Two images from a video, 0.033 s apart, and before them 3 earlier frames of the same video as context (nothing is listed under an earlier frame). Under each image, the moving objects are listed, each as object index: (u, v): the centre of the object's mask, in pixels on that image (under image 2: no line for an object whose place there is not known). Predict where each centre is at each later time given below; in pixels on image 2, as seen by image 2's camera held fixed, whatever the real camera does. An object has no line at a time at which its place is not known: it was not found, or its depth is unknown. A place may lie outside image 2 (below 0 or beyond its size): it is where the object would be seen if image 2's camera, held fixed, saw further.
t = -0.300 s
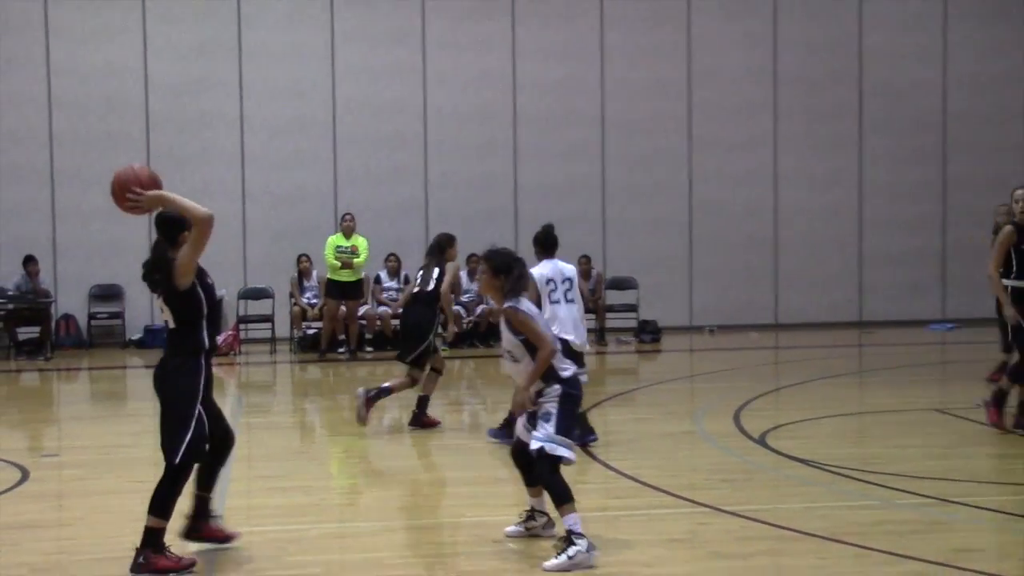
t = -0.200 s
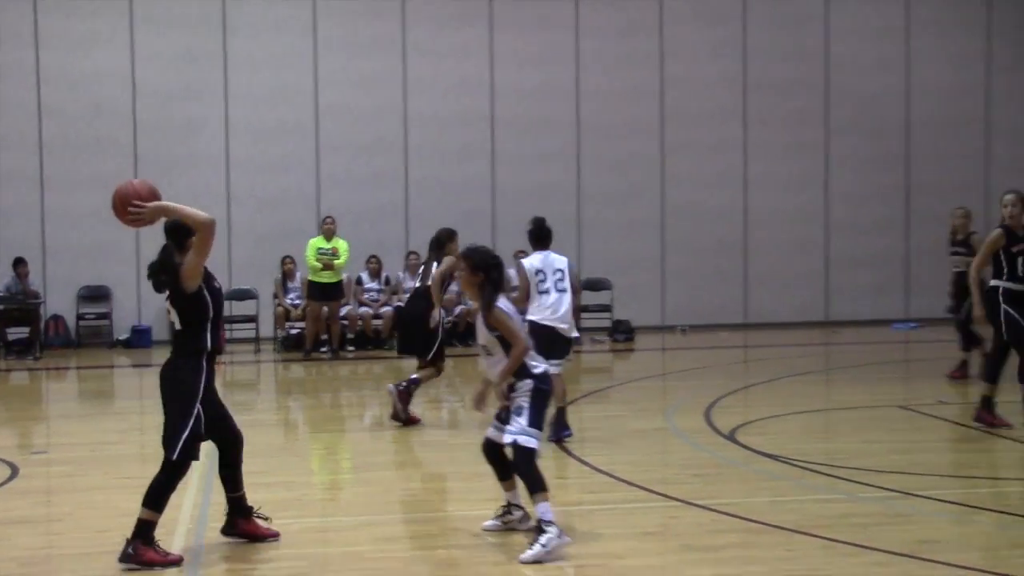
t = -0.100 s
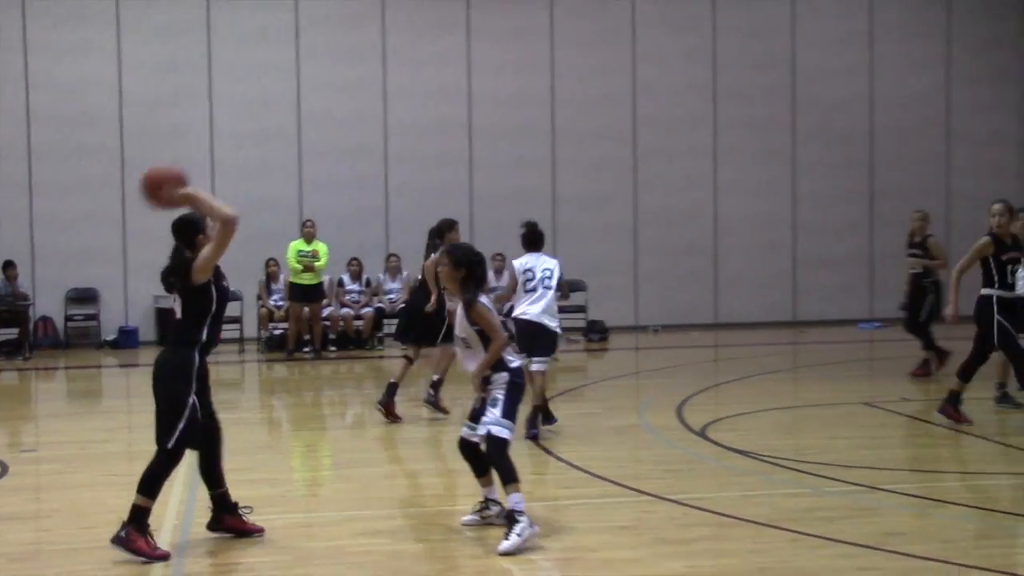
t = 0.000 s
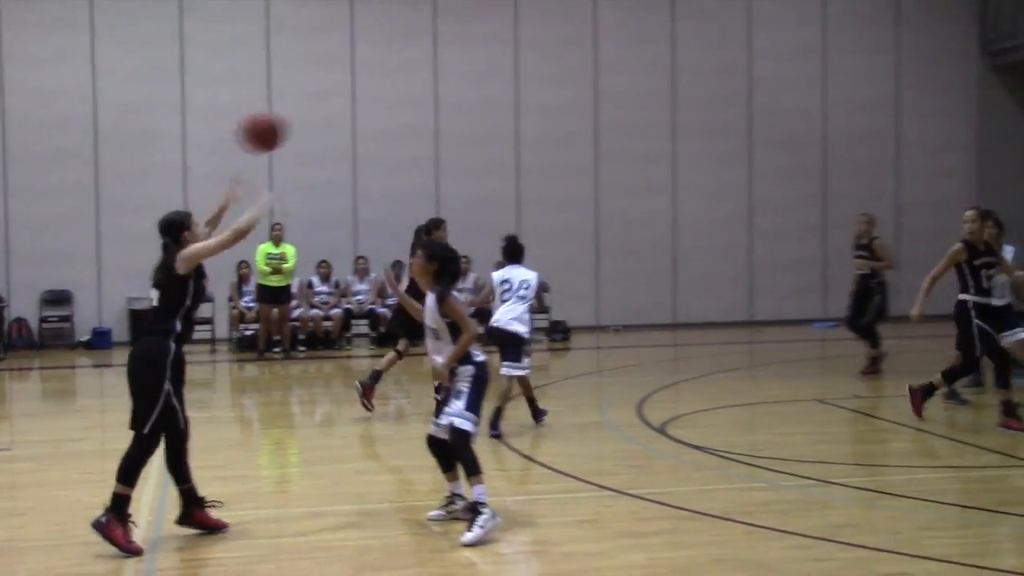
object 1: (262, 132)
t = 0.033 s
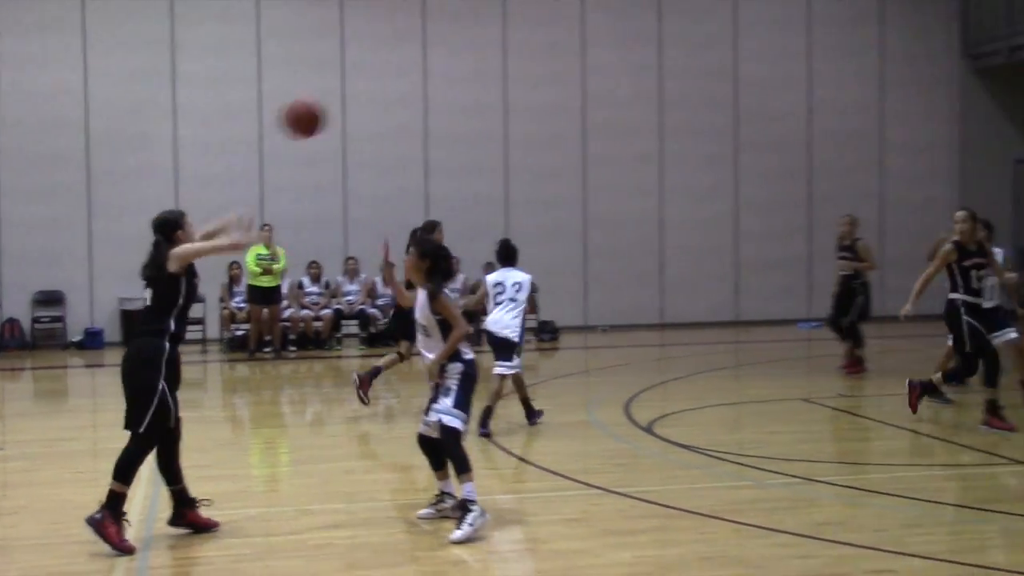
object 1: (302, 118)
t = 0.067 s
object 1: (351, 106)
